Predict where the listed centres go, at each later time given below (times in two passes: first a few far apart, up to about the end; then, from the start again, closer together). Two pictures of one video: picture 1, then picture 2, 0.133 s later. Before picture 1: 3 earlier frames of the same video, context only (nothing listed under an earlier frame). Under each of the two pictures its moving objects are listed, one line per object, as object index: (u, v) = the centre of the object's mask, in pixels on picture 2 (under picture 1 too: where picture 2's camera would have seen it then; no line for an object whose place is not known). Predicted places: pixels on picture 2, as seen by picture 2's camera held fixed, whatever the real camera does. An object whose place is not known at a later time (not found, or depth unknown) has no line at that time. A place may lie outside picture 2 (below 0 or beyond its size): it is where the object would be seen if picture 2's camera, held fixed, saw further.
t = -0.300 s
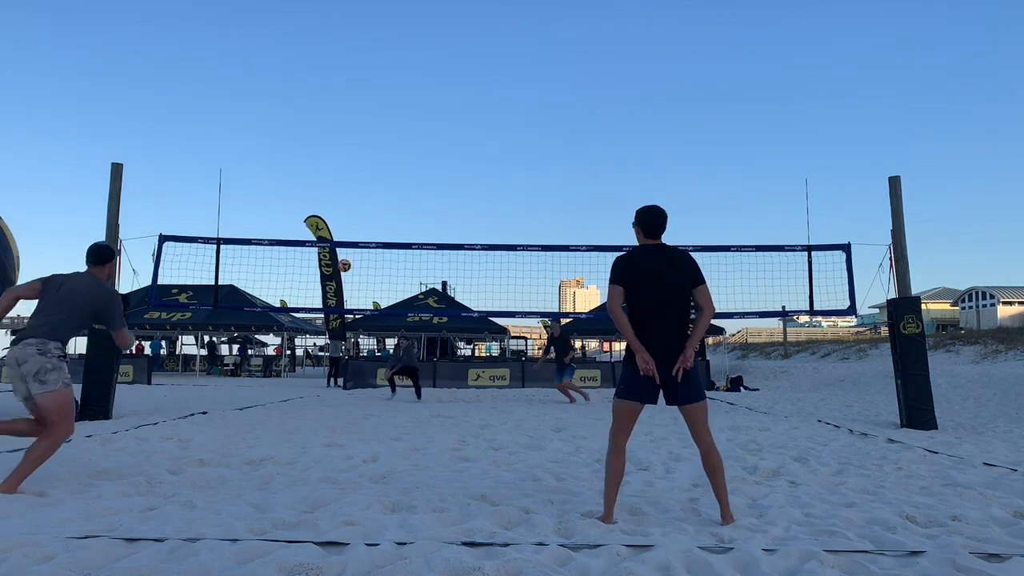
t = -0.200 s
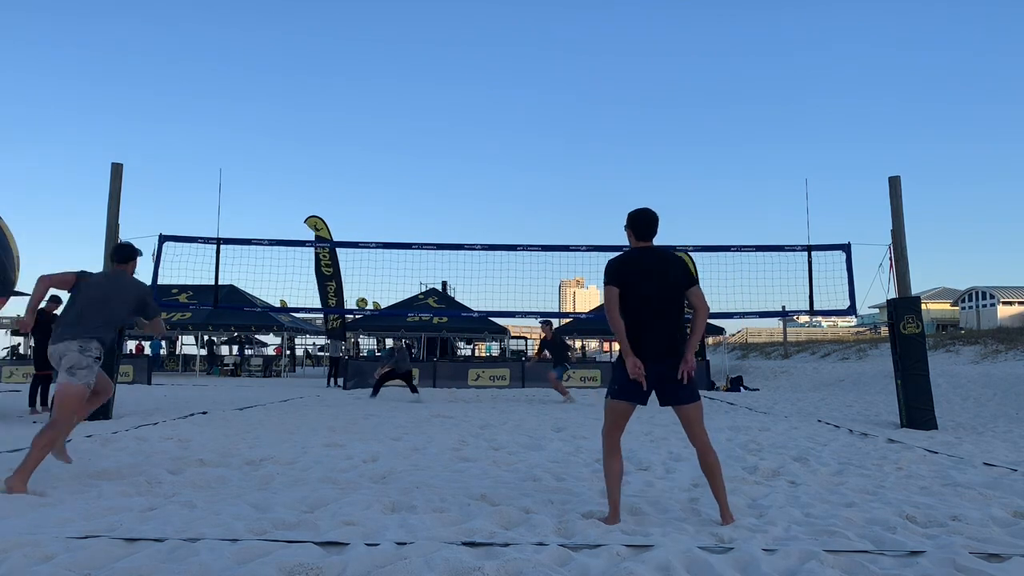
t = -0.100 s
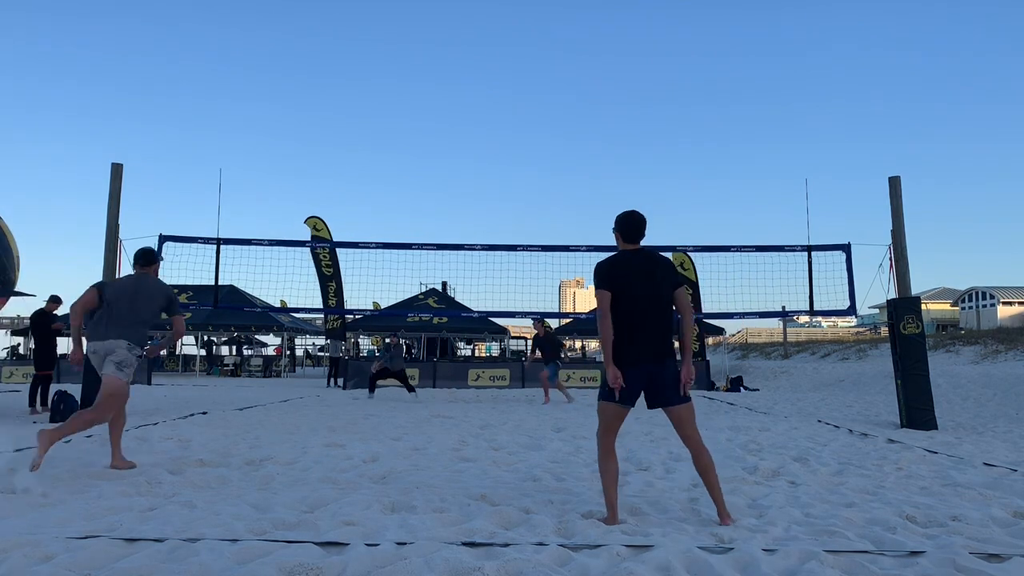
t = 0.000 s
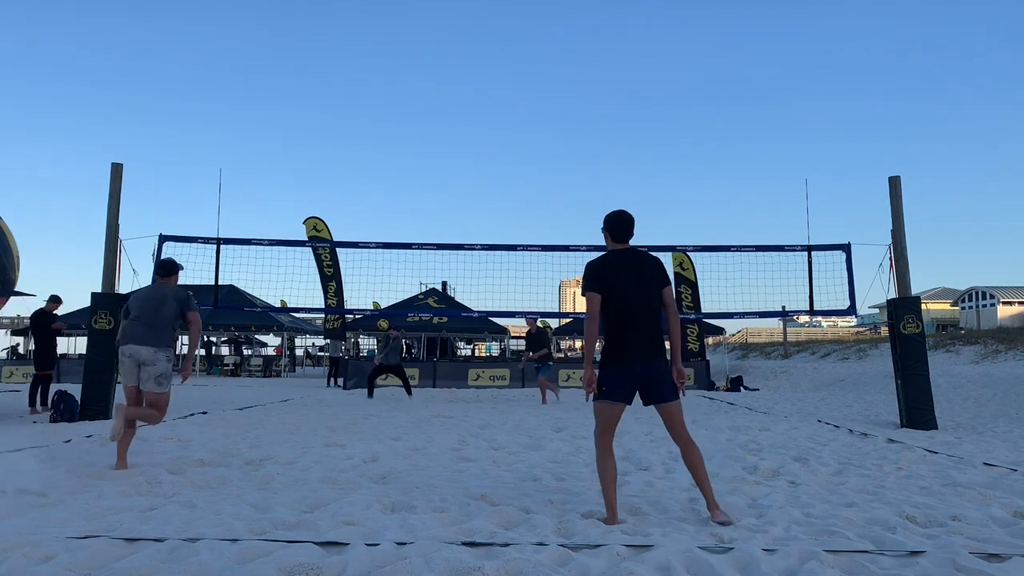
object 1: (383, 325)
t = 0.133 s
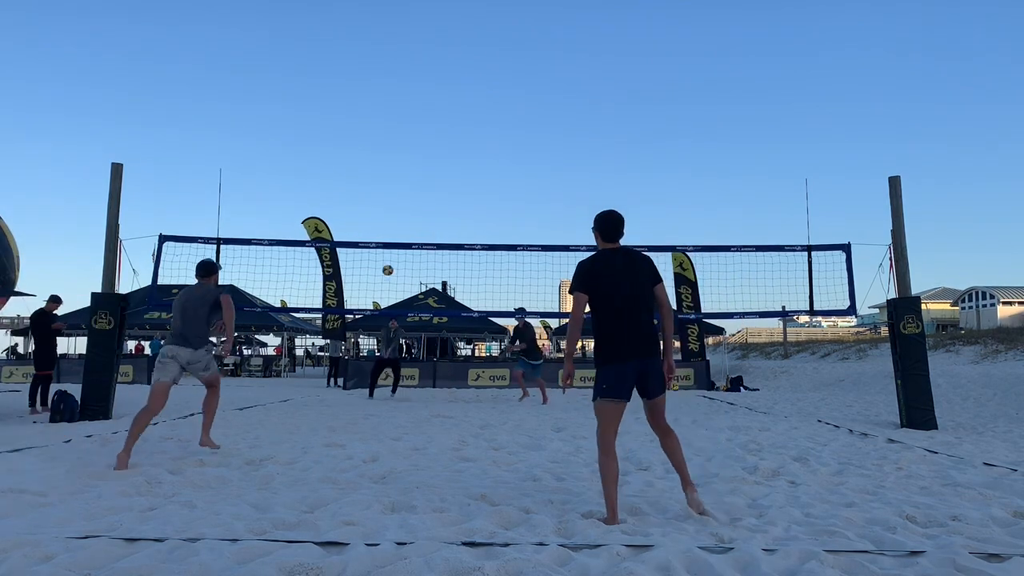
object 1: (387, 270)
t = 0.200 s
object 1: (390, 250)
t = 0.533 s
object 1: (400, 158)
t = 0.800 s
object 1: (407, 126)
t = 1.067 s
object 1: (414, 131)
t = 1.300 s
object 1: (420, 166)
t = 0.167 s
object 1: (389, 258)
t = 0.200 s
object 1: (390, 250)
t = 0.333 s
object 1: (394, 205)
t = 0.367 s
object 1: (395, 195)
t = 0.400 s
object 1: (396, 187)
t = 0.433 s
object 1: (397, 179)
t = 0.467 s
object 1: (398, 171)
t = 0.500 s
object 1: (399, 164)
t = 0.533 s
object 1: (400, 158)
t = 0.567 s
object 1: (401, 152)
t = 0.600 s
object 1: (402, 147)
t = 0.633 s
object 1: (403, 142)
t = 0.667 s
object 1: (404, 137)
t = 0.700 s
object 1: (405, 134)
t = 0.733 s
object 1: (405, 130)
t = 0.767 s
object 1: (406, 128)
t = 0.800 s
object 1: (407, 126)
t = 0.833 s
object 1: (408, 124)
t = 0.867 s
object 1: (409, 124)
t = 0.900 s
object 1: (410, 123)
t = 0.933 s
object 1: (411, 124)
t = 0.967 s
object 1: (412, 125)
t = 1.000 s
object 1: (413, 126)
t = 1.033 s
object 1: (413, 128)
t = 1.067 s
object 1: (414, 131)
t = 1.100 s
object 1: (415, 134)
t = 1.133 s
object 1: (416, 138)
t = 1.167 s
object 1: (417, 142)
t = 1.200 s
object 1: (417, 147)
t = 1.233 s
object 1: (418, 153)
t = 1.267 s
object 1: (419, 159)
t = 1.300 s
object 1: (420, 166)
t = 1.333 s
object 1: (420, 174)
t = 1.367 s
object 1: (421, 182)
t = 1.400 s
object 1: (421, 191)
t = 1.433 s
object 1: (422, 201)
